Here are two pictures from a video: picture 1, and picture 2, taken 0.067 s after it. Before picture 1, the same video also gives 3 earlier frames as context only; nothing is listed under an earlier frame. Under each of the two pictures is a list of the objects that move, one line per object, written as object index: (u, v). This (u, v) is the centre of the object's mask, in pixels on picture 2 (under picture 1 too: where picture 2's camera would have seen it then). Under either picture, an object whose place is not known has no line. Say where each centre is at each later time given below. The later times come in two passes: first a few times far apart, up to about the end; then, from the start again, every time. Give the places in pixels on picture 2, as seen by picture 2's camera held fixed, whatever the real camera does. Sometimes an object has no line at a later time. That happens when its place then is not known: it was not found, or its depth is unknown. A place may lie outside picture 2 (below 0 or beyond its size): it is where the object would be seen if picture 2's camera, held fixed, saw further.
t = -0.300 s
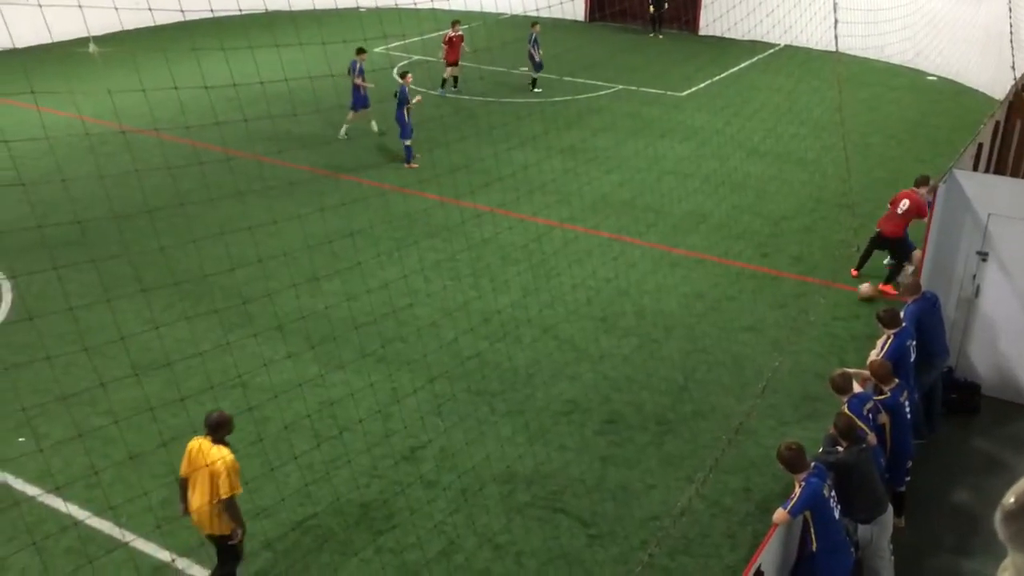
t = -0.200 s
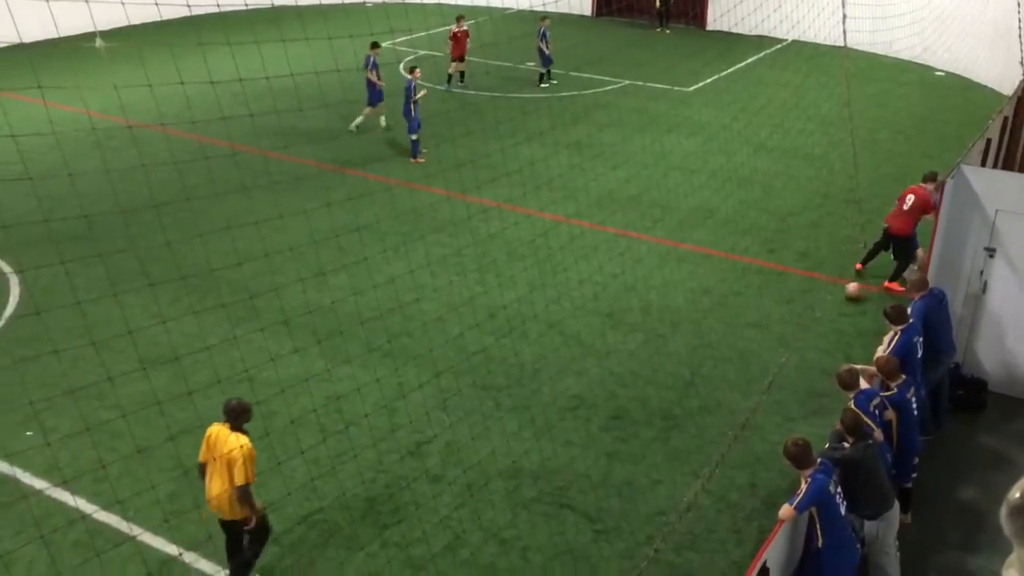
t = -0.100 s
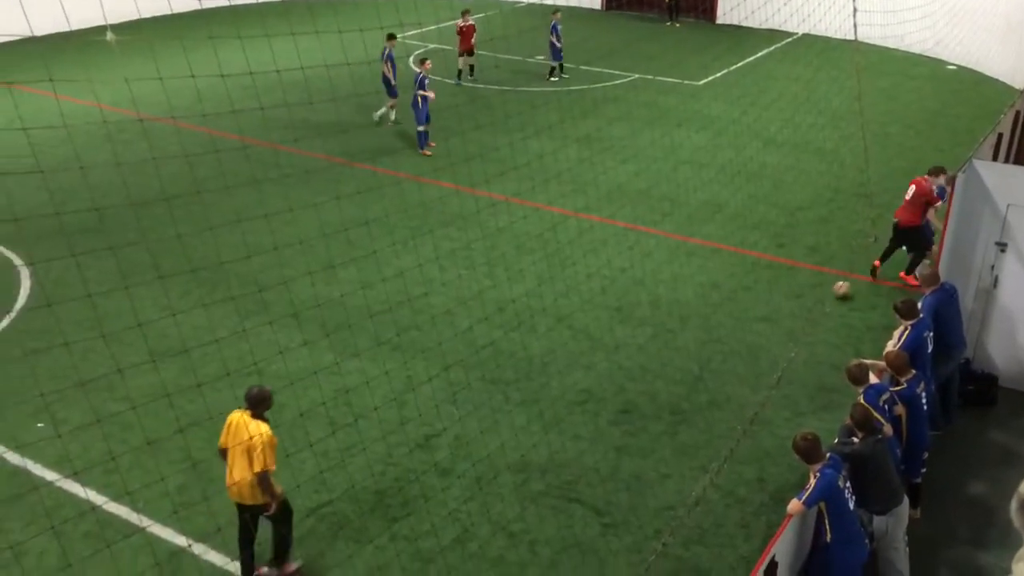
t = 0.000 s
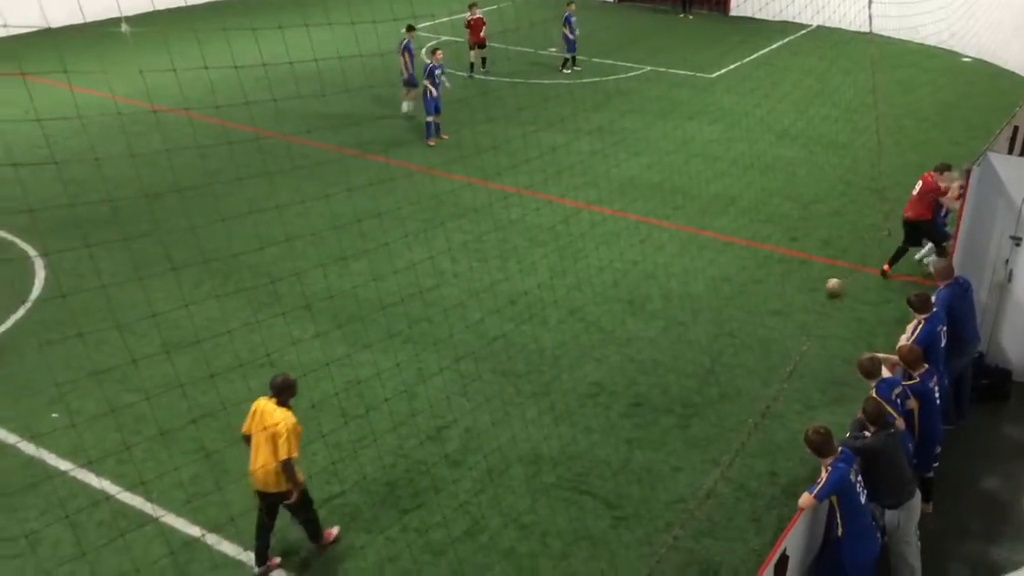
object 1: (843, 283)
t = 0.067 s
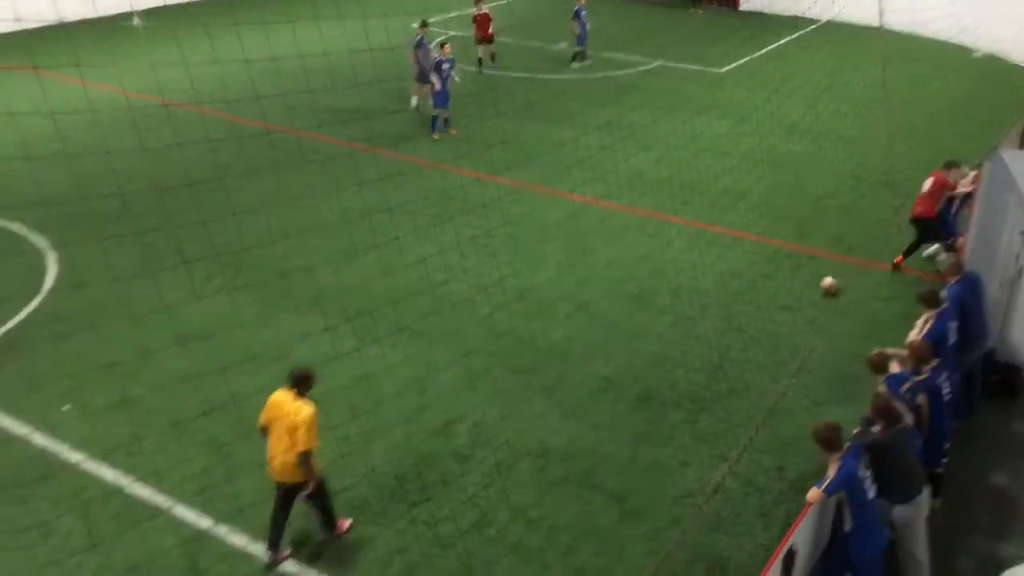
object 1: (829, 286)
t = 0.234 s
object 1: (794, 293)
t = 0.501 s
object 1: (737, 301)
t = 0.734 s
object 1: (689, 309)
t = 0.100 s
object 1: (822, 287)
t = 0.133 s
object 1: (815, 289)
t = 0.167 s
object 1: (808, 290)
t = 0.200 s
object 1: (801, 291)
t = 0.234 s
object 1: (794, 293)
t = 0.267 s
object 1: (787, 294)
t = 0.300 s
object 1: (780, 295)
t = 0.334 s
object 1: (772, 295)
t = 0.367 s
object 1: (765, 297)
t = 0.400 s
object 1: (759, 298)
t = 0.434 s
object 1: (752, 299)
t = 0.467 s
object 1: (745, 300)
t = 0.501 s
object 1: (737, 301)
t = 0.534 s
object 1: (730, 302)
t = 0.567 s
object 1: (723, 304)
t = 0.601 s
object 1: (717, 305)
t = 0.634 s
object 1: (710, 306)
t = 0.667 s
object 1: (703, 307)
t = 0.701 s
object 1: (696, 308)
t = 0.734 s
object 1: (689, 309)
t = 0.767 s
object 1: (682, 311)
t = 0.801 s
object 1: (676, 312)
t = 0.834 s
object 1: (668, 313)
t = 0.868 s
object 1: (661, 314)
